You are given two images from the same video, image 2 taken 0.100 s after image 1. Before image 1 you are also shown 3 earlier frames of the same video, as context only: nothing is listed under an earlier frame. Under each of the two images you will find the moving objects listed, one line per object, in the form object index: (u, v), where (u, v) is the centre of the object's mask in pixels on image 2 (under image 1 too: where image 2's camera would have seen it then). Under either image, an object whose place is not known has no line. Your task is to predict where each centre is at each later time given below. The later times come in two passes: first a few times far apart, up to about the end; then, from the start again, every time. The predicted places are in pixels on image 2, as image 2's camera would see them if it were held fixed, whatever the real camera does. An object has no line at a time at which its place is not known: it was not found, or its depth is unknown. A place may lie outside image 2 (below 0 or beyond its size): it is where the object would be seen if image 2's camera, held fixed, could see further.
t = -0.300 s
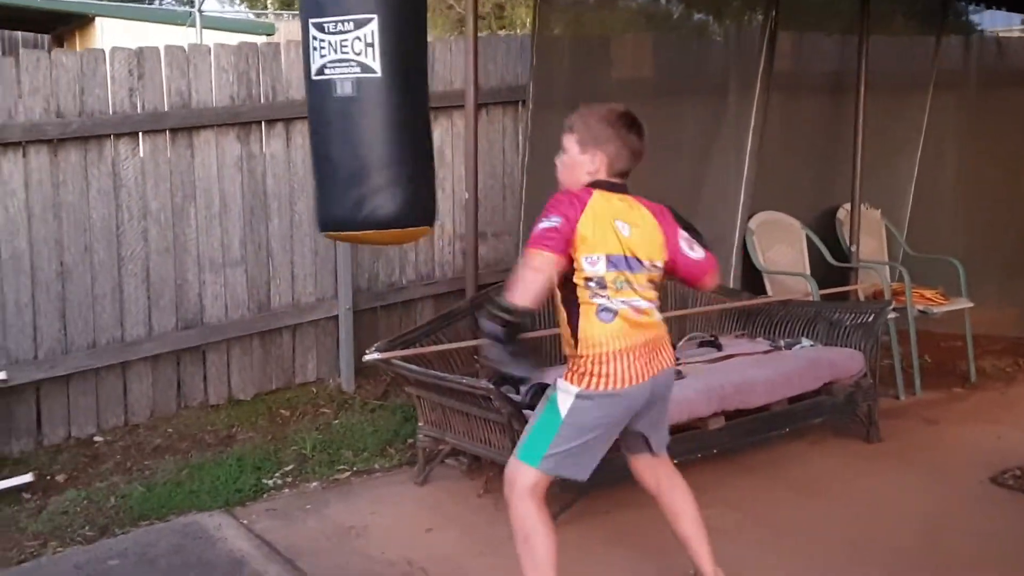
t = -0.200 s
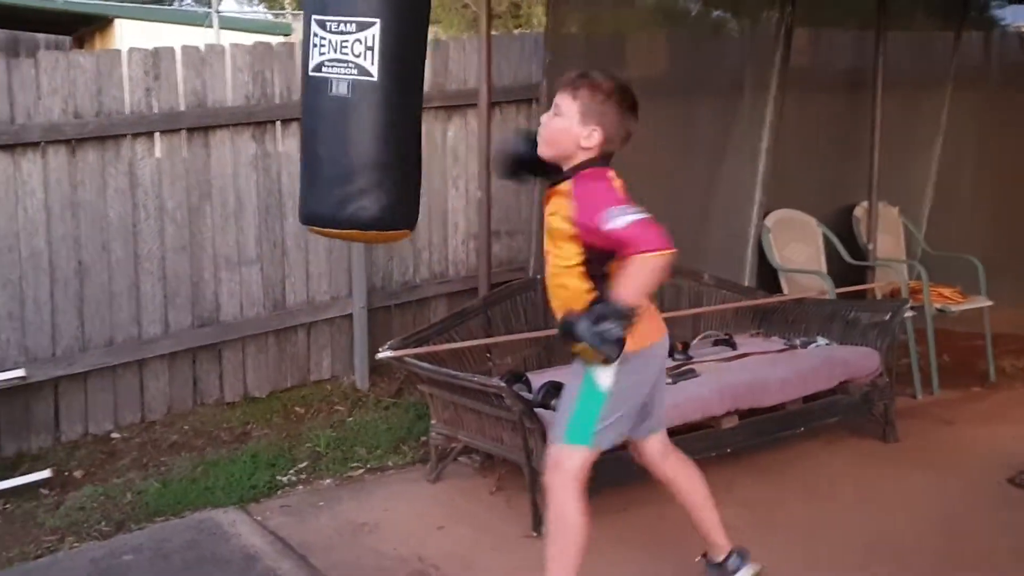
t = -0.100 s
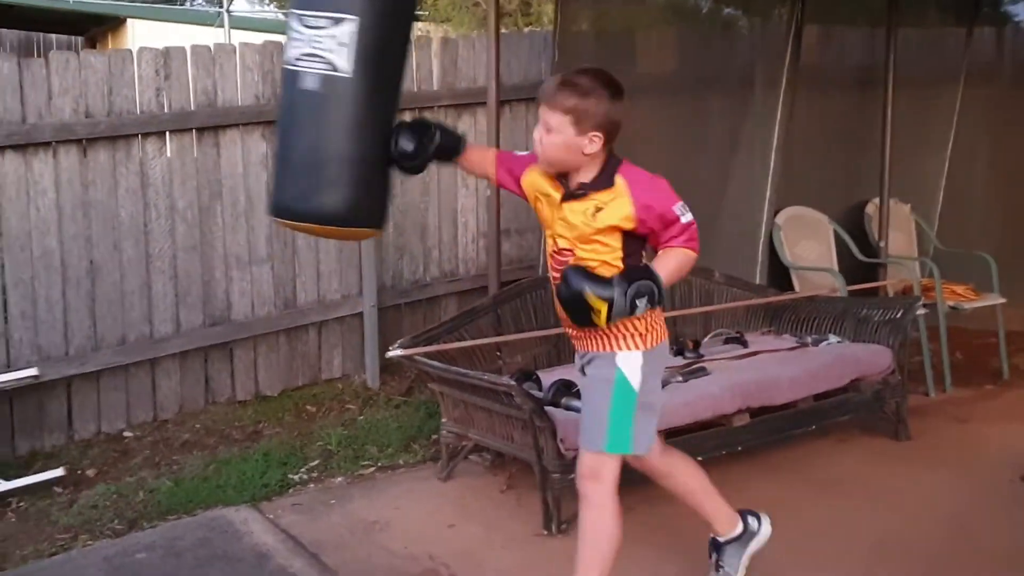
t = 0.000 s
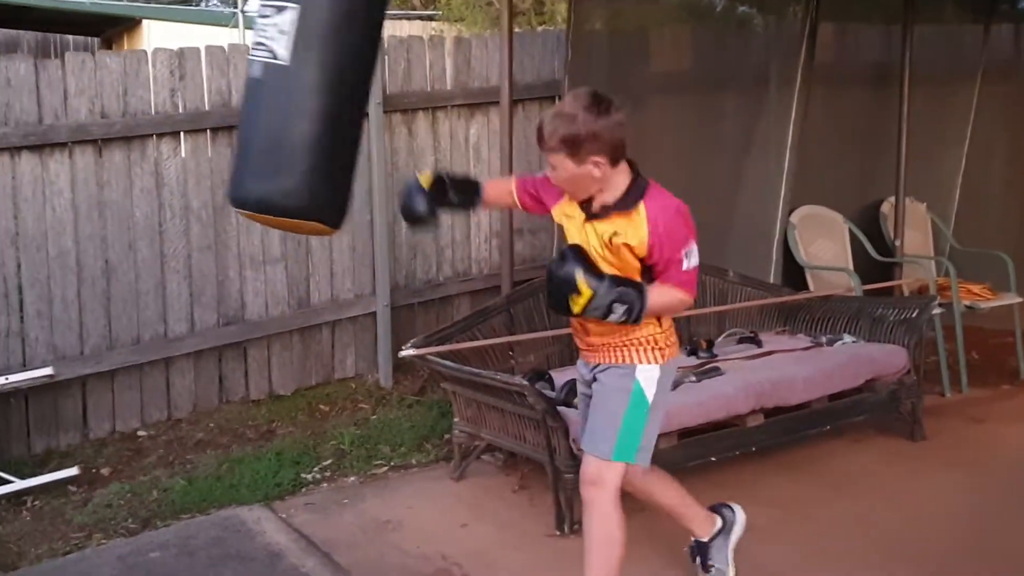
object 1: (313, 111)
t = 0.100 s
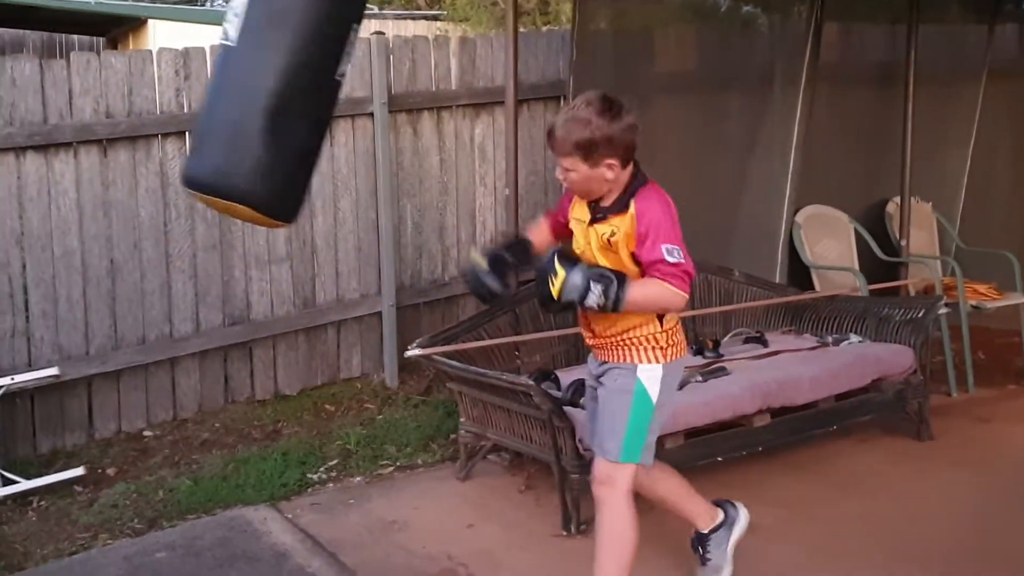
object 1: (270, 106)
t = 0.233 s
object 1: (239, 99)
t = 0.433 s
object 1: (243, 103)
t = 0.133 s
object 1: (258, 102)
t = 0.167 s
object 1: (250, 102)
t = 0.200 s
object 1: (243, 100)
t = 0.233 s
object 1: (239, 99)
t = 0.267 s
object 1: (235, 99)
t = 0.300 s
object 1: (233, 100)
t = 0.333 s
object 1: (232, 100)
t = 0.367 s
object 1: (233, 100)
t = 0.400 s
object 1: (237, 101)
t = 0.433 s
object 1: (243, 103)
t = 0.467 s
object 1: (250, 104)
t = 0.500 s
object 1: (260, 106)
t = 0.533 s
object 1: (270, 108)
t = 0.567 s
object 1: (282, 110)
